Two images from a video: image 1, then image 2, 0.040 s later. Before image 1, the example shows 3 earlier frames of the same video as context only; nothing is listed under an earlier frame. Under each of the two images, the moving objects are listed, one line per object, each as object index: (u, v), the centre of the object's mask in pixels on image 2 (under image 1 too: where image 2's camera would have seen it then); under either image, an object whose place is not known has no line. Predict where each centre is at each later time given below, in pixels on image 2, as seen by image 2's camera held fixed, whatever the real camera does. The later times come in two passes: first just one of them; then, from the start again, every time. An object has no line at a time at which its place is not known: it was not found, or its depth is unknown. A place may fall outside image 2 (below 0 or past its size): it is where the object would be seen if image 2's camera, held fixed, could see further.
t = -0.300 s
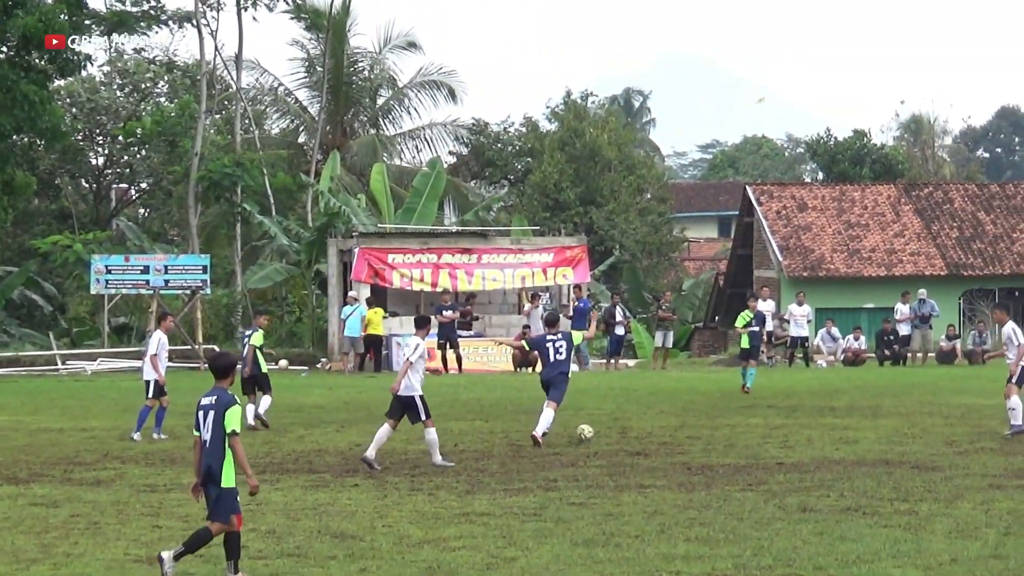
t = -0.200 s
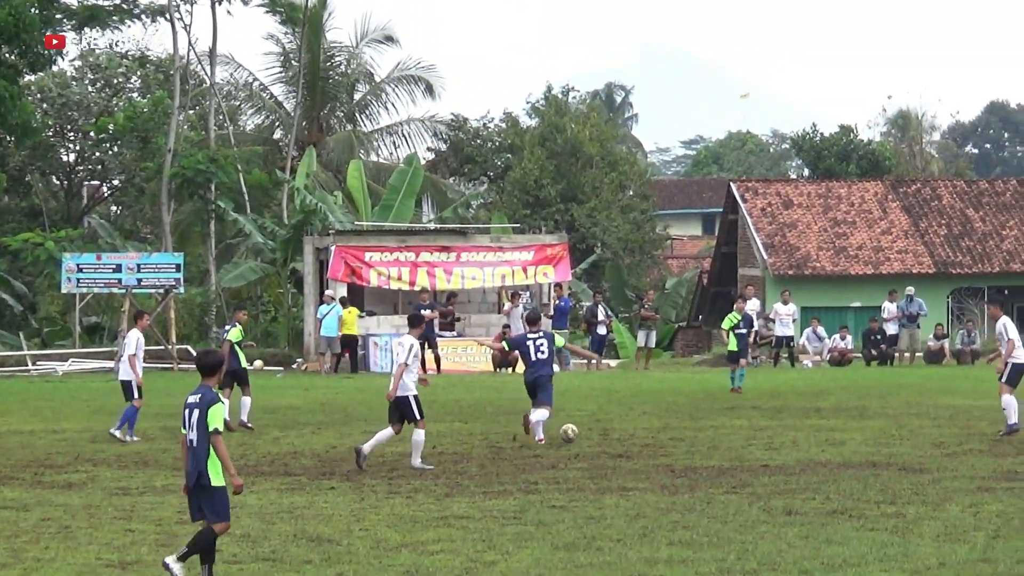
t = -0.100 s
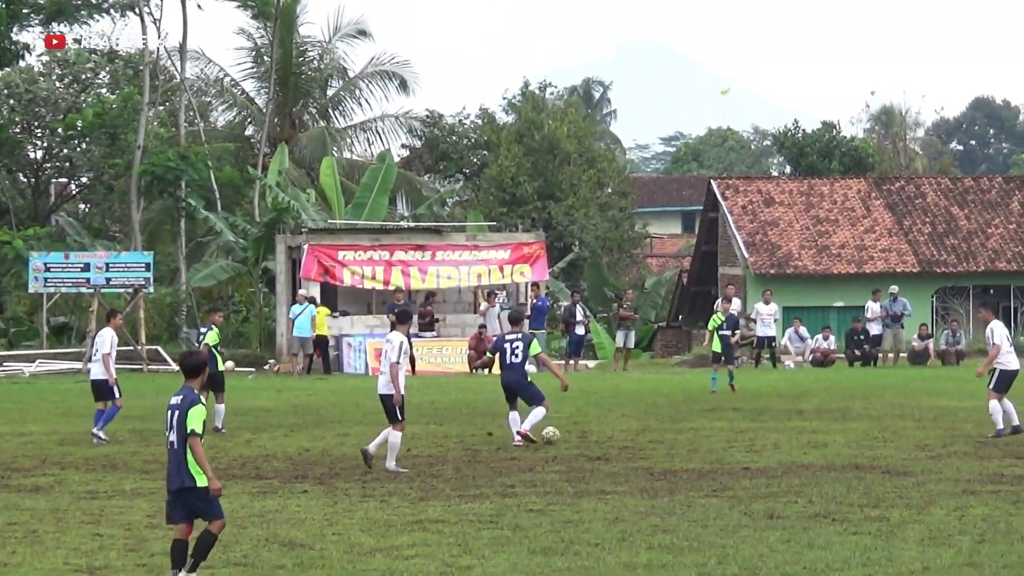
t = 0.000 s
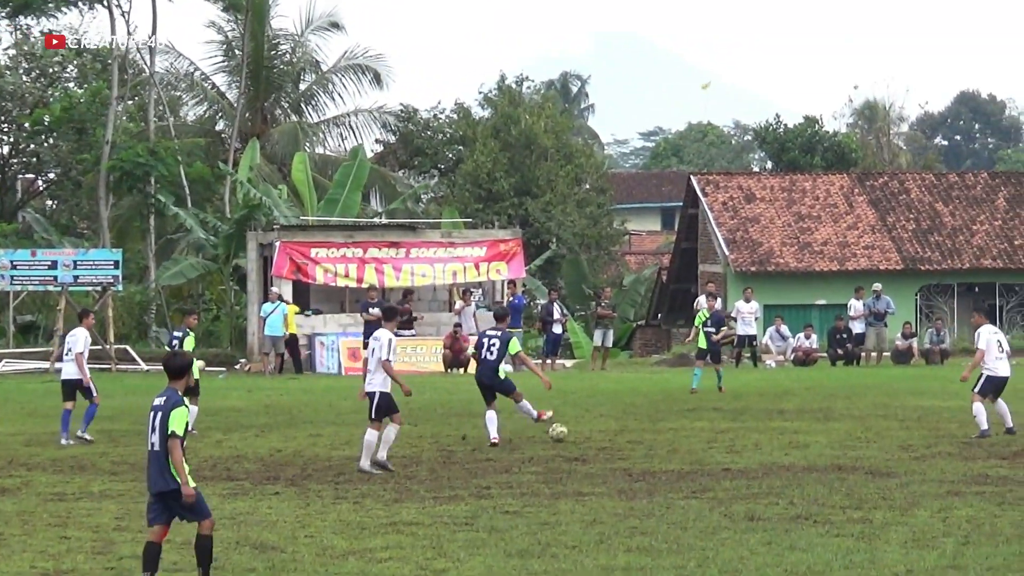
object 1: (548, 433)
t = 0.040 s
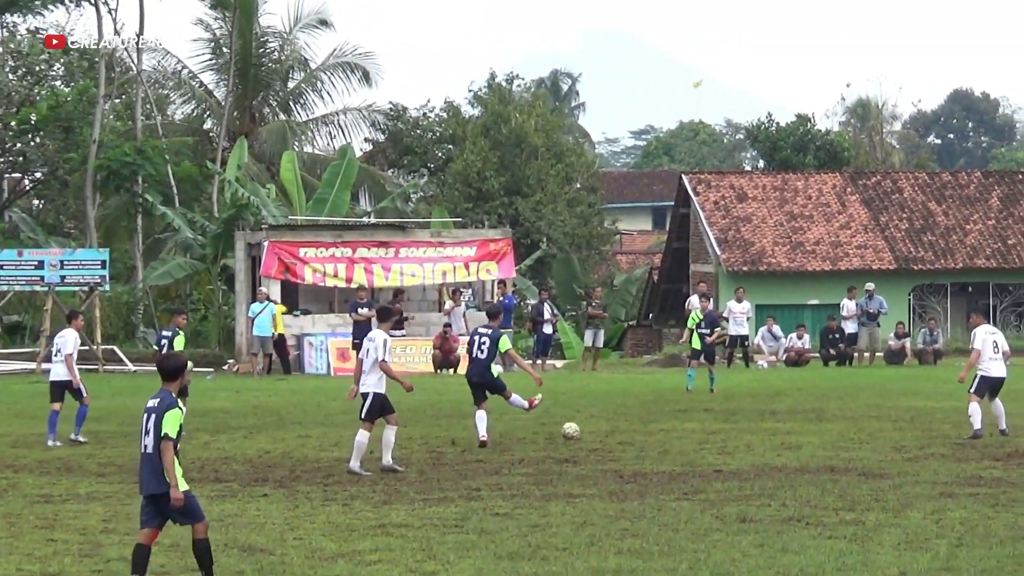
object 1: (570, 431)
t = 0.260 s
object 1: (670, 420)
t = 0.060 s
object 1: (581, 429)
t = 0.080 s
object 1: (591, 428)
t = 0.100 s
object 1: (601, 428)
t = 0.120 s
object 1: (610, 427)
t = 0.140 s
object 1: (620, 426)
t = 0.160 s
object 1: (629, 426)
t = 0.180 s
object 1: (638, 425)
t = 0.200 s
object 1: (646, 423)
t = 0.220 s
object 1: (654, 422)
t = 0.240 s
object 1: (662, 421)
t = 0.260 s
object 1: (670, 420)
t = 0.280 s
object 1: (678, 420)
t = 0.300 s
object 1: (685, 420)
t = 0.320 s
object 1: (693, 421)
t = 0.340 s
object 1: (700, 422)
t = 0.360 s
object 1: (707, 420)
